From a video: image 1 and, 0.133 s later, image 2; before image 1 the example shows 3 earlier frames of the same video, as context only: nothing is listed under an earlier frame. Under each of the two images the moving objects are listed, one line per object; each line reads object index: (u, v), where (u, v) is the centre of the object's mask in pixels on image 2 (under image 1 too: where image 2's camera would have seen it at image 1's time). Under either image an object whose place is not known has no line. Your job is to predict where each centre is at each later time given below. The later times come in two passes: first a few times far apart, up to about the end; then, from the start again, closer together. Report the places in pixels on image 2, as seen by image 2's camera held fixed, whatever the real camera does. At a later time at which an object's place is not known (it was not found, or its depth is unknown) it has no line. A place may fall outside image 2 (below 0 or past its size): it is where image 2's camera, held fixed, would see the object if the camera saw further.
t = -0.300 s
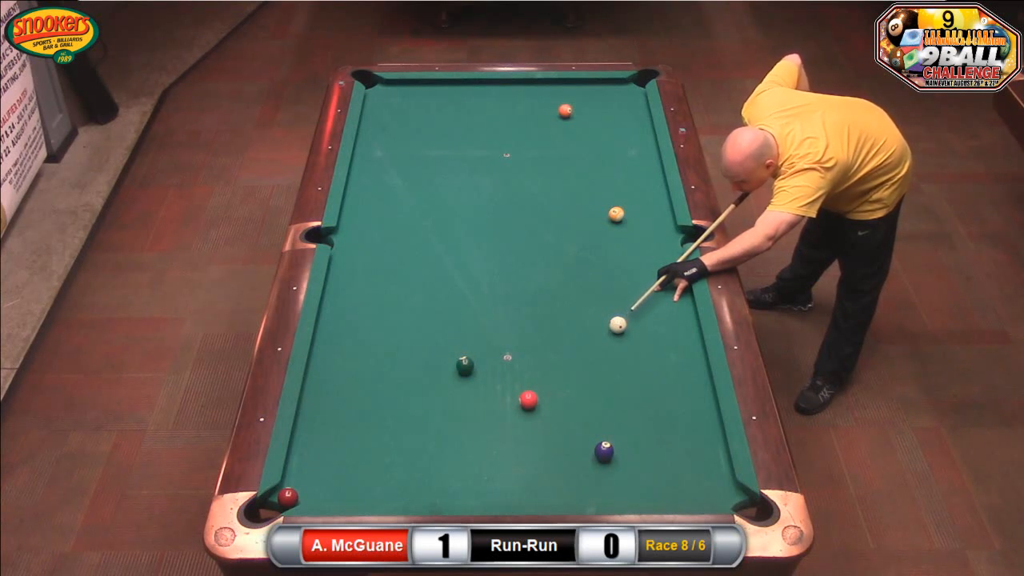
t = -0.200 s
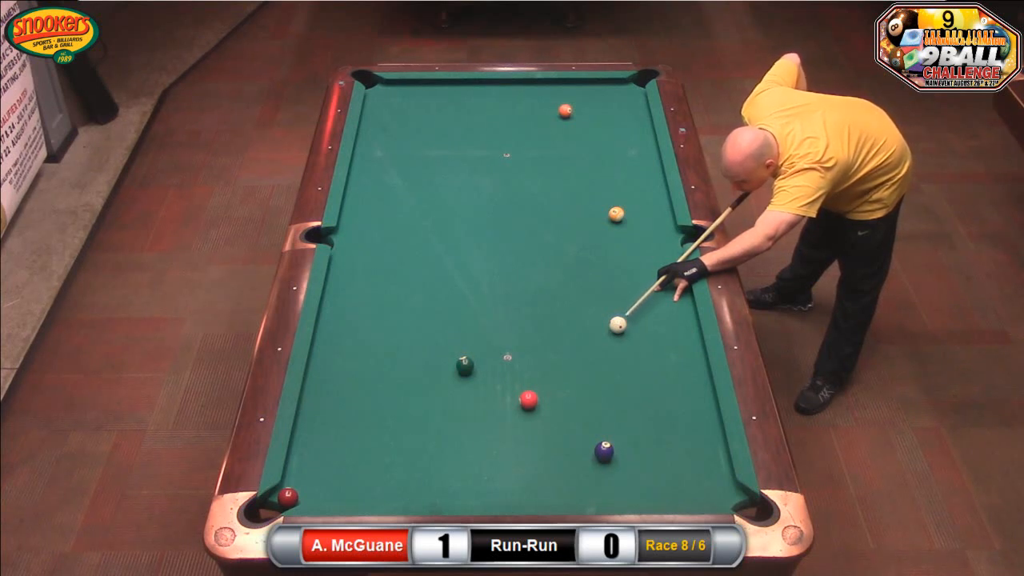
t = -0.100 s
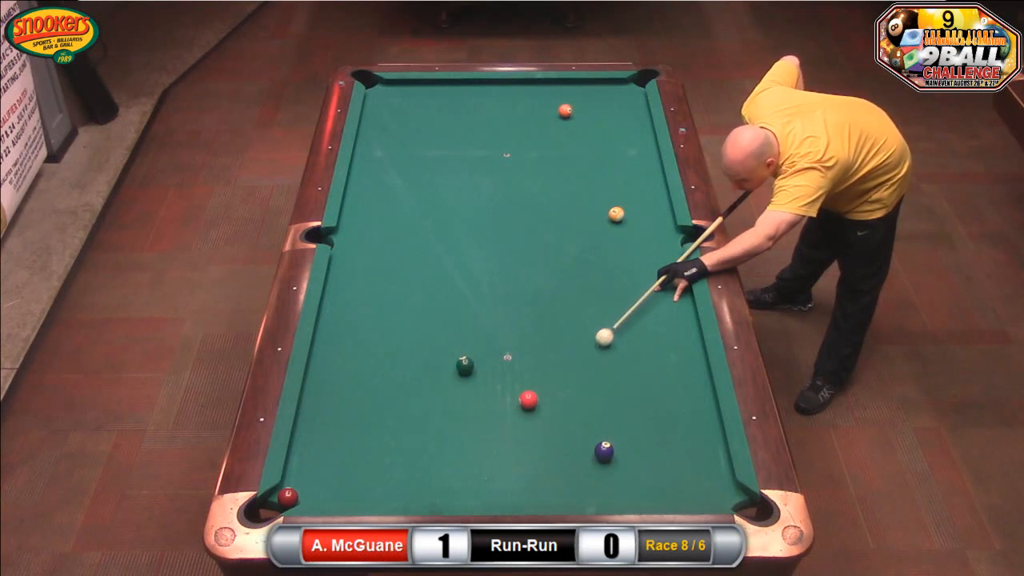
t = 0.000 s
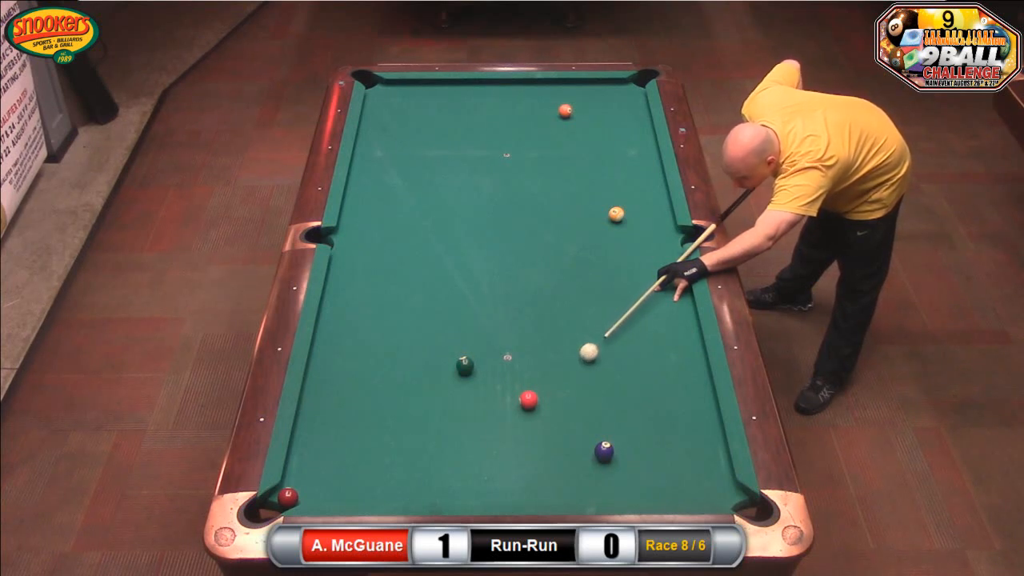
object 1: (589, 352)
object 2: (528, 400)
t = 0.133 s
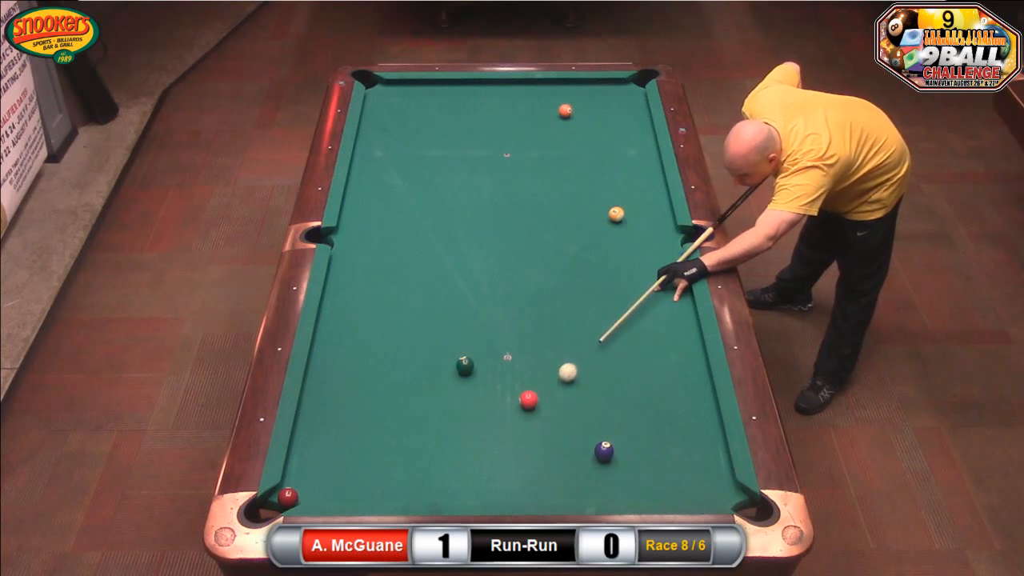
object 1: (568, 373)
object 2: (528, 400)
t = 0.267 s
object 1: (546, 394)
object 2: (528, 400)
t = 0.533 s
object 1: (549, 418)
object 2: (488, 415)
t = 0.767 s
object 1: (551, 440)
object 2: (456, 428)
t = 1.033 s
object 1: (553, 465)
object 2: (420, 442)
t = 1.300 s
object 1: (555, 488)
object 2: (384, 456)
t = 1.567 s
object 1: (556, 488)
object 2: (350, 470)
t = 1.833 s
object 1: (556, 475)
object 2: (318, 483)
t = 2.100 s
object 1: (557, 464)
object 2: (301, 487)
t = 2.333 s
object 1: (557, 456)
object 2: (295, 486)
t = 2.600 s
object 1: (557, 448)
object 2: (291, 485)
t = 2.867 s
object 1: (557, 442)
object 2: (289, 485)
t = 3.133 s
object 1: (556, 437)
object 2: (288, 486)
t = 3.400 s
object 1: (556, 434)
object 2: (288, 486)
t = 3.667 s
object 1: (555, 432)
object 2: (288, 486)
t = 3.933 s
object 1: (555, 433)
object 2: (288, 486)
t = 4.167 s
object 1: (555, 433)
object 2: (288, 486)
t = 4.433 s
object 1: (555, 433)
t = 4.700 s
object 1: (555, 433)
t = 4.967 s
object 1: (555, 433)
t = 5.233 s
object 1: (555, 433)
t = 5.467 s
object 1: (555, 433)
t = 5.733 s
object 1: (555, 433)
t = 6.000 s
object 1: (555, 433)
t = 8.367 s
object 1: (555, 433)
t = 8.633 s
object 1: (556, 432)
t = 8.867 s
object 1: (552, 433)
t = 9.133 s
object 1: (555, 433)
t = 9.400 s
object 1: (555, 433)
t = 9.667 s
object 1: (555, 433)
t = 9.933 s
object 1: (555, 433)
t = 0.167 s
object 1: (562, 378)
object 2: (528, 400)
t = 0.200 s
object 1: (557, 383)
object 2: (528, 400)
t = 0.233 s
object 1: (551, 388)
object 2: (528, 400)
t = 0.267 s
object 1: (546, 394)
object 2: (528, 400)
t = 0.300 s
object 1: (546, 397)
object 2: (522, 402)
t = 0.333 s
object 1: (547, 399)
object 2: (517, 404)
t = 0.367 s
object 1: (547, 403)
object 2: (511, 406)
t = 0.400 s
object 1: (548, 406)
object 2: (507, 408)
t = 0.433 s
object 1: (548, 409)
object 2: (502, 410)
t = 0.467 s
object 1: (548, 412)
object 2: (498, 412)
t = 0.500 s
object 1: (548, 415)
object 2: (493, 414)
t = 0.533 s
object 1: (549, 418)
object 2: (488, 415)
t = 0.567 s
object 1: (549, 421)
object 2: (484, 417)
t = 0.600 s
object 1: (549, 424)
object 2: (479, 419)
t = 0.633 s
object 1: (550, 427)
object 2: (474, 421)
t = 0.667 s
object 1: (550, 431)
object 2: (470, 423)
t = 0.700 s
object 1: (550, 434)
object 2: (465, 425)
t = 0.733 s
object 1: (551, 437)
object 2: (460, 426)
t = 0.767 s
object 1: (551, 440)
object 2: (456, 428)
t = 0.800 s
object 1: (551, 443)
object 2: (451, 430)
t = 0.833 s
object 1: (552, 446)
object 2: (447, 431)
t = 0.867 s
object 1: (552, 449)
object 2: (442, 433)
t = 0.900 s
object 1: (552, 452)
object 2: (438, 435)
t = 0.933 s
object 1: (552, 455)
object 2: (433, 437)
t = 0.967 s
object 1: (553, 458)
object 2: (429, 439)
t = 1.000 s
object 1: (553, 461)
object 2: (424, 441)
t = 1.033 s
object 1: (553, 465)
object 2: (420, 442)
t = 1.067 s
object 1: (553, 468)
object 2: (415, 444)
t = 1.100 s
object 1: (554, 471)
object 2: (411, 446)
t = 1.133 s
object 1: (554, 474)
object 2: (406, 447)
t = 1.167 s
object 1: (554, 477)
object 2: (402, 449)
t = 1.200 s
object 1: (555, 480)
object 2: (397, 451)
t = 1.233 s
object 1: (555, 483)
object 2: (393, 453)
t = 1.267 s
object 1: (555, 486)
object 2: (389, 454)
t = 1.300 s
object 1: (555, 488)
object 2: (384, 456)
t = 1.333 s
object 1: (556, 491)
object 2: (380, 458)
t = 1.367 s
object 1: (556, 493)
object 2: (376, 460)
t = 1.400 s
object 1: (556, 494)
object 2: (371, 461)
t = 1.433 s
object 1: (556, 493)
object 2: (367, 463)
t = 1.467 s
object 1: (556, 492)
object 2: (363, 465)
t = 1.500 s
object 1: (556, 491)
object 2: (359, 466)
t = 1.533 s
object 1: (556, 489)
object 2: (354, 468)
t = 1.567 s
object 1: (556, 488)
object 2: (350, 470)
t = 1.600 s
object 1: (556, 486)
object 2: (346, 471)
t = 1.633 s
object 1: (556, 485)
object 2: (342, 473)
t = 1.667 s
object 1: (556, 483)
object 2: (338, 475)
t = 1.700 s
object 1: (556, 481)
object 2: (334, 476)
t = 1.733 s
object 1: (556, 480)
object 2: (330, 478)
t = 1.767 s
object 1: (556, 478)
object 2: (325, 479)
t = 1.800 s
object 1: (556, 477)
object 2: (322, 481)
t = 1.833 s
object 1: (556, 475)
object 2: (318, 483)
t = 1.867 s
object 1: (556, 474)
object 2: (314, 484)
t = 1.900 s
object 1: (556, 472)
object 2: (310, 486)
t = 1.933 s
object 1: (557, 471)
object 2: (306, 487)
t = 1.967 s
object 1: (557, 469)
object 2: (305, 487)
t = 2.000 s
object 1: (557, 468)
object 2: (304, 487)
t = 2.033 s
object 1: (557, 467)
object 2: (303, 487)
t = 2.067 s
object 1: (557, 465)
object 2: (302, 487)
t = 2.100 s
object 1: (557, 464)
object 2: (301, 487)
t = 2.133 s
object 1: (557, 463)
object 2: (300, 487)
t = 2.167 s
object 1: (557, 462)
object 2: (299, 487)
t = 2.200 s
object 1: (557, 460)
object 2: (298, 486)
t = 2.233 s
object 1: (557, 459)
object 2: (297, 486)
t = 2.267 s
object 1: (557, 458)
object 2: (297, 486)
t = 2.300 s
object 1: (557, 457)
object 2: (296, 486)
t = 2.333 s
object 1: (557, 456)
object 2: (295, 486)
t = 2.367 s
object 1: (557, 455)
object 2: (295, 486)
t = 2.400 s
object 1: (557, 453)
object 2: (294, 485)
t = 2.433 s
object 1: (557, 453)
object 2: (293, 485)
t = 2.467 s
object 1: (557, 452)
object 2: (293, 485)
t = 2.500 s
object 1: (557, 451)
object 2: (292, 485)
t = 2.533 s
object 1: (557, 450)
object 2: (292, 485)
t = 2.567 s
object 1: (557, 449)
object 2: (291, 485)
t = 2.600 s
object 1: (557, 448)
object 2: (291, 485)
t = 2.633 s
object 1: (557, 446)
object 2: (290, 485)
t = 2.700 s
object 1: (557, 445)
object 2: (290, 485)
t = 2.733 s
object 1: (557, 445)
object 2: (290, 485)
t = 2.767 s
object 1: (557, 444)
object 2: (289, 485)
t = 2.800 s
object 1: (557, 443)
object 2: (289, 485)
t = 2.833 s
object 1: (557, 442)
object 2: (289, 485)
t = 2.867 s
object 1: (557, 442)
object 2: (289, 485)
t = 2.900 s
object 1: (557, 441)
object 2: (289, 486)
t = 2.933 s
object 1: (557, 440)
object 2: (288, 486)
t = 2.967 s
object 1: (557, 440)
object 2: (288, 486)
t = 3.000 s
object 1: (556, 439)
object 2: (288, 486)
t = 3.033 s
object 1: (556, 439)
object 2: (288, 486)
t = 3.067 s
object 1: (556, 438)
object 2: (288, 486)
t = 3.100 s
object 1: (556, 438)
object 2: (288, 486)
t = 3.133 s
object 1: (556, 437)
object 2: (288, 486)
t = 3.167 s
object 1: (556, 437)
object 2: (288, 486)
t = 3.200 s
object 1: (556, 436)
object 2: (288, 486)
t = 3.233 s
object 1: (556, 436)
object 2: (288, 486)
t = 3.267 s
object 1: (556, 435)
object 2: (288, 486)
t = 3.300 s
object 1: (556, 435)
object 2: (288, 486)
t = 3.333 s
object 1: (556, 435)
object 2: (288, 486)
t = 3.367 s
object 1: (556, 434)
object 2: (288, 486)
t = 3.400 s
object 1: (556, 434)
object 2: (288, 486)
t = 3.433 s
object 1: (556, 434)
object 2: (288, 486)
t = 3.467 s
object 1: (556, 434)
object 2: (288, 486)
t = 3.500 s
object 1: (556, 433)
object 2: (288, 486)
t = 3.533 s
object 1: (555, 433)
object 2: (288, 486)
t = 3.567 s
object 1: (555, 433)
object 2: (288, 486)
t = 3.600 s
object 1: (555, 433)
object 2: (288, 486)
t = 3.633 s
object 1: (555, 433)
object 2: (288, 486)
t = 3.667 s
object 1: (555, 432)
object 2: (288, 486)
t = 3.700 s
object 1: (555, 433)
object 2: (288, 486)
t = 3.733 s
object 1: (555, 432)
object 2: (288, 486)
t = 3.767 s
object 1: (555, 432)
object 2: (288, 486)
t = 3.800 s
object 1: (555, 432)
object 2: (288, 486)
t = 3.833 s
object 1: (555, 433)
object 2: (288, 486)
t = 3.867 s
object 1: (555, 433)
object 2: (288, 486)
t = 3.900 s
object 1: (555, 432)
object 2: (288, 486)
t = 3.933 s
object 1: (555, 433)
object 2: (288, 486)
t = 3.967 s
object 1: (555, 433)
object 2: (288, 486)
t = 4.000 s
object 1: (555, 433)
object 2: (288, 486)
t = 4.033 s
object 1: (555, 433)
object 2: (288, 486)
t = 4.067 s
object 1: (555, 433)
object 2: (288, 486)
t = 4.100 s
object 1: (555, 433)
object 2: (288, 486)
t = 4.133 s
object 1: (555, 433)
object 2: (288, 486)
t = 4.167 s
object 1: (555, 433)
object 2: (288, 486)
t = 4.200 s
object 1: (555, 433)
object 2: (288, 486)
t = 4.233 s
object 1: (555, 433)
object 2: (288, 486)
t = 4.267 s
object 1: (555, 433)
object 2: (288, 486)
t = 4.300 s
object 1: (555, 433)
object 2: (288, 486)
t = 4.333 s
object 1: (555, 433)
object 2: (288, 486)
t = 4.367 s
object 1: (555, 433)
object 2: (288, 486)
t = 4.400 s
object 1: (555, 433)
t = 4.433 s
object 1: (555, 433)
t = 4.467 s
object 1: (555, 433)
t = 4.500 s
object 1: (555, 433)
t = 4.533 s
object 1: (555, 433)
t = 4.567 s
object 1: (555, 433)
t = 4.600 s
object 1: (555, 433)
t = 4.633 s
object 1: (555, 433)
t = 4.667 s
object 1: (555, 433)
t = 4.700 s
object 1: (555, 433)
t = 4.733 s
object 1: (555, 433)
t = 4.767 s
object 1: (555, 433)
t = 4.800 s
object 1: (555, 433)
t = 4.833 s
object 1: (555, 433)
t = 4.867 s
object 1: (555, 433)
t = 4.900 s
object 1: (555, 433)
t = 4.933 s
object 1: (555, 433)
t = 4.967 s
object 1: (555, 433)
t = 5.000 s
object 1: (555, 433)
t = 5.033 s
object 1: (555, 433)
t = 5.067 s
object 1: (555, 433)
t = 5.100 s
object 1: (555, 433)
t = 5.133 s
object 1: (555, 432)
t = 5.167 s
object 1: (555, 433)
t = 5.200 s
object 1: (555, 432)
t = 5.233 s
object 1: (555, 433)
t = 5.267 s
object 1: (555, 433)
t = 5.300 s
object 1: (555, 433)
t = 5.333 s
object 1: (555, 433)
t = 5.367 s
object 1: (555, 433)
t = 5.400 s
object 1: (555, 433)
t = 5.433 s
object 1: (555, 433)
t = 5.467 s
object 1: (555, 433)
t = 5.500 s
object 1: (555, 433)
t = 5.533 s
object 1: (555, 433)
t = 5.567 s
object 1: (555, 433)
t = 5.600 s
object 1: (555, 433)
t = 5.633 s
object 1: (555, 433)
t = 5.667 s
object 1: (555, 432)
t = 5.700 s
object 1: (555, 433)
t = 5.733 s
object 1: (555, 433)
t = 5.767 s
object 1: (555, 433)
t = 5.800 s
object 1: (555, 433)
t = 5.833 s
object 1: (555, 433)
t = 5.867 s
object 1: (555, 433)
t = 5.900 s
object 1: (555, 433)
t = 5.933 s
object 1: (555, 433)
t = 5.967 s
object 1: (555, 433)
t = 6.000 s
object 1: (555, 433)
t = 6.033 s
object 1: (554, 434)
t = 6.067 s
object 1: (551, 436)
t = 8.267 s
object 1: (555, 433)
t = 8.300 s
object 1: (555, 433)
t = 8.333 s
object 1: (555, 433)
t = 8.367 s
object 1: (555, 433)
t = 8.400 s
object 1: (555, 433)
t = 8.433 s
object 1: (555, 433)
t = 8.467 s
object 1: (555, 433)
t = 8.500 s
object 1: (556, 433)
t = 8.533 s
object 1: (556, 432)
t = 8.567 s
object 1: (557, 431)
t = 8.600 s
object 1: (556, 432)
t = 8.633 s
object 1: (556, 432)
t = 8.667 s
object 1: (555, 433)
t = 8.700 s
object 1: (556, 432)
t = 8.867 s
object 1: (552, 433)
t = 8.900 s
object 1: (555, 433)
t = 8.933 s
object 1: (555, 433)
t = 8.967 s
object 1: (555, 433)
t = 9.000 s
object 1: (555, 432)
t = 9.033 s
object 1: (556, 432)
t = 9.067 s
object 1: (555, 433)
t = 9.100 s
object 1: (555, 433)
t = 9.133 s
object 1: (555, 433)
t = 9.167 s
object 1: (555, 433)
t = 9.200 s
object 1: (555, 433)
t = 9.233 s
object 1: (555, 433)
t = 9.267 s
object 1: (555, 433)
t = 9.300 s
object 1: (555, 433)
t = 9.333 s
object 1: (555, 433)
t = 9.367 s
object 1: (555, 433)
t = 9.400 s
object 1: (555, 433)
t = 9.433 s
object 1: (555, 433)
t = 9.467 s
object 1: (555, 433)
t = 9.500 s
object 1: (555, 433)
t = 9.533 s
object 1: (555, 433)
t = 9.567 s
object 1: (555, 433)
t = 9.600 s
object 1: (555, 433)
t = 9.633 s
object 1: (555, 433)
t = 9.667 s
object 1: (555, 433)
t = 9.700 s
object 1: (555, 433)
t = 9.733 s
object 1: (555, 433)
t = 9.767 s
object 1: (555, 433)
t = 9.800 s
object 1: (555, 433)
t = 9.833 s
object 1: (555, 433)
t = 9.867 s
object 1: (555, 433)
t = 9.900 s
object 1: (555, 433)
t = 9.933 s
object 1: (555, 433)
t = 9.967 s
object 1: (555, 433)
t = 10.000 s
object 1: (555, 433)
